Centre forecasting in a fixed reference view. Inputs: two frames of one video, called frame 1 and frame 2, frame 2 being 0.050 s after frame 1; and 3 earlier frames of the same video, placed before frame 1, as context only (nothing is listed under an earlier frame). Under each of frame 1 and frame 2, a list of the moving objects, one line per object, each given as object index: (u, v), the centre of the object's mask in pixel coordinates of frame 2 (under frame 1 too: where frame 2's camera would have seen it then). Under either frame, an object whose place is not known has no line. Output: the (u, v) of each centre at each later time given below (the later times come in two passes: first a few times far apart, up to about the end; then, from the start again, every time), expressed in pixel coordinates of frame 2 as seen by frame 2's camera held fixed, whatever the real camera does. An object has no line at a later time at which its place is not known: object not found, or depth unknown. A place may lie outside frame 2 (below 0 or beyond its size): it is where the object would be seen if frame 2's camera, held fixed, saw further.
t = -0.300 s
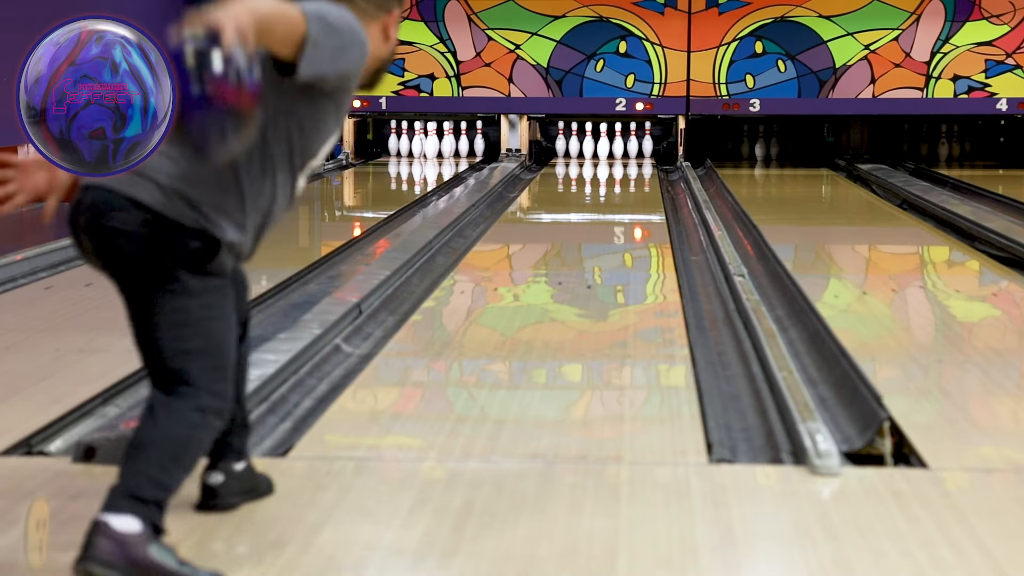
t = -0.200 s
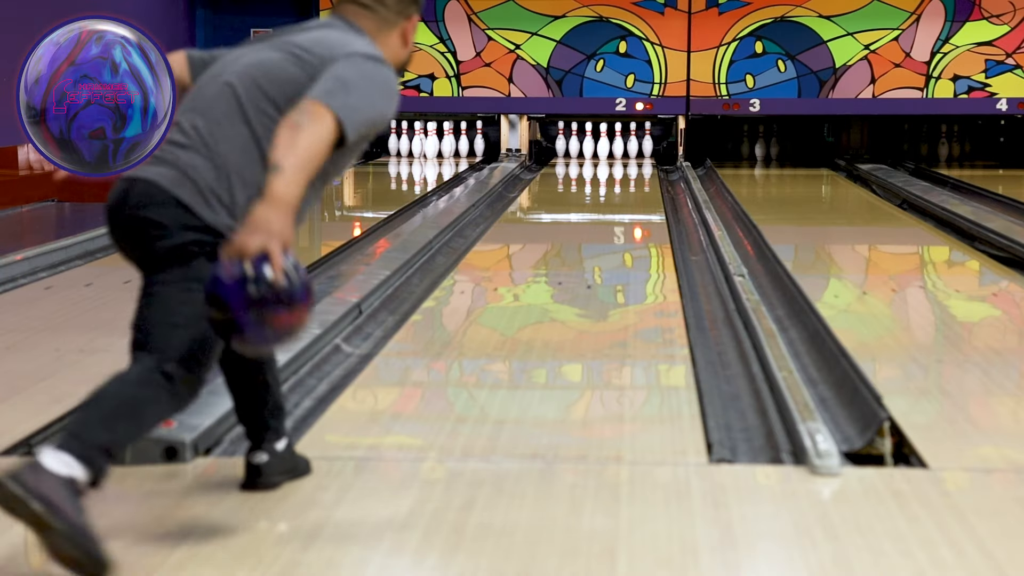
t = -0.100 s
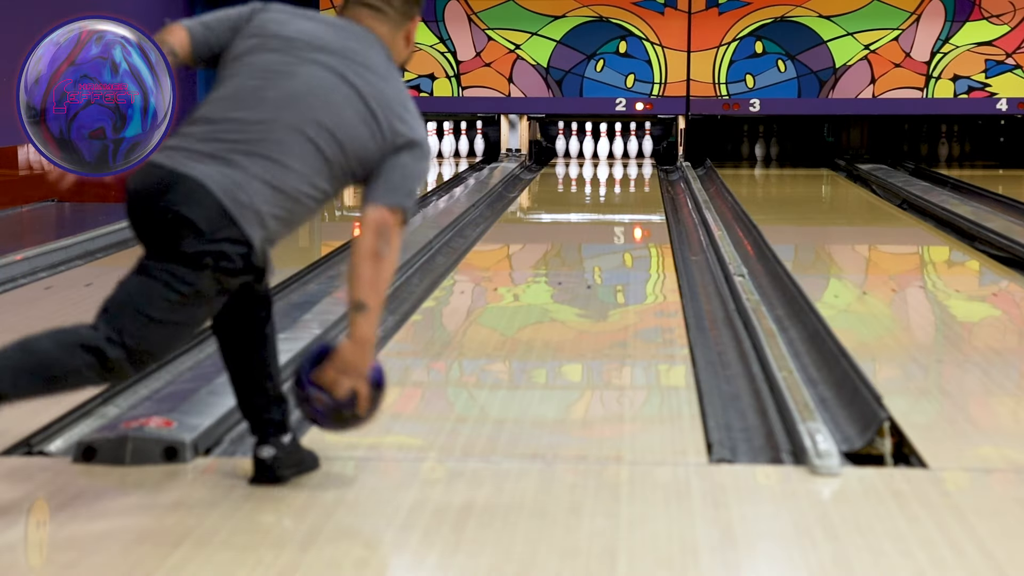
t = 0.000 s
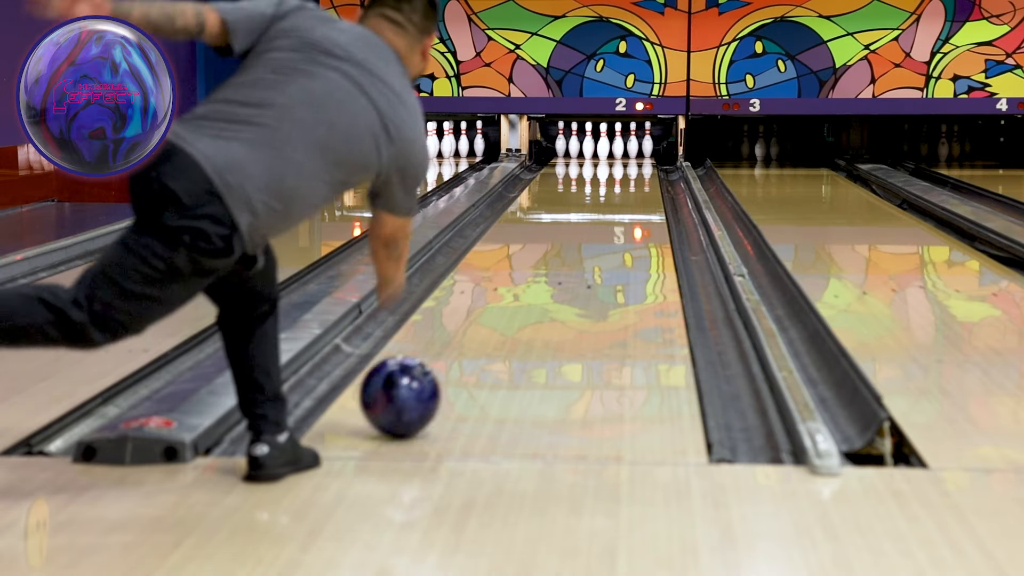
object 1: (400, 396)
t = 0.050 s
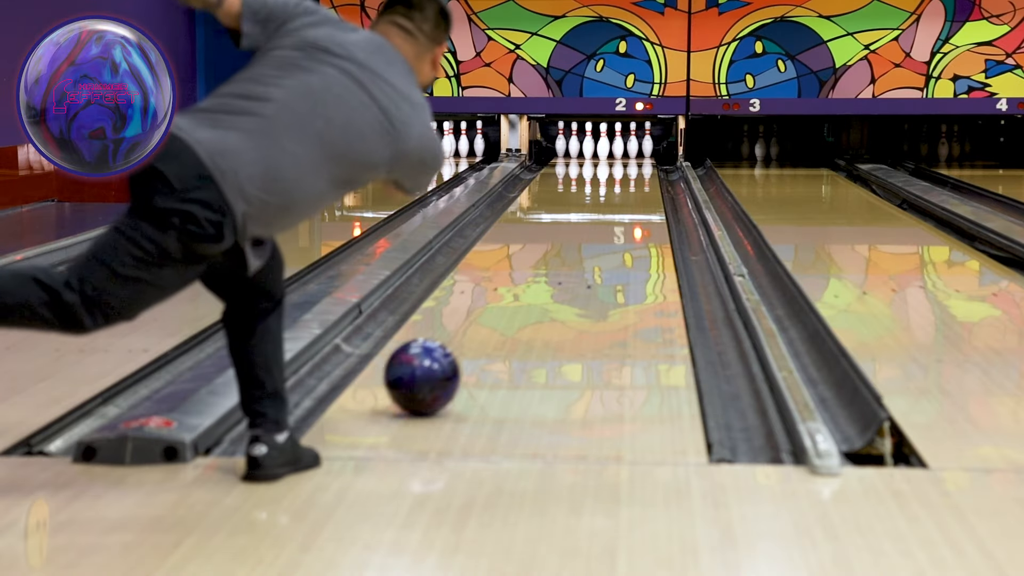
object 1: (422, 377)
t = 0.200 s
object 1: (475, 331)
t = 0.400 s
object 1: (525, 287)
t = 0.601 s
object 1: (559, 256)
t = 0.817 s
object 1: (586, 230)
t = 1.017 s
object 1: (605, 212)
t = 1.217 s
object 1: (619, 198)
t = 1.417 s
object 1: (630, 186)
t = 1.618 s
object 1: (637, 176)
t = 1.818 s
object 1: (640, 168)
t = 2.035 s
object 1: (635, 160)
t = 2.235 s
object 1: (624, 155)
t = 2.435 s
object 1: (611, 151)
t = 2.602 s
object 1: (610, 148)
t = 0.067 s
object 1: (429, 371)
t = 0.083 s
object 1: (435, 365)
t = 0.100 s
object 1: (441, 360)
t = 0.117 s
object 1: (448, 355)
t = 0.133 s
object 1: (453, 350)
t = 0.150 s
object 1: (459, 345)
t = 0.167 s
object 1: (465, 340)
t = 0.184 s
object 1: (470, 336)
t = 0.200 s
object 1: (475, 331)
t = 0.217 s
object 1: (480, 327)
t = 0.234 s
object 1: (485, 322)
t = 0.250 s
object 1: (489, 318)
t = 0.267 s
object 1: (493, 314)
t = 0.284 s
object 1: (498, 311)
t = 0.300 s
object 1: (502, 307)
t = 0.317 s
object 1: (506, 303)
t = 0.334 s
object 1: (510, 300)
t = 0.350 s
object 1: (514, 296)
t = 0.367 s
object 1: (517, 293)
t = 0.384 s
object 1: (521, 290)
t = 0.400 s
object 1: (525, 287)
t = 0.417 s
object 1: (528, 284)
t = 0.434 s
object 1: (531, 281)
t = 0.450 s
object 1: (534, 278)
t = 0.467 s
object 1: (537, 275)
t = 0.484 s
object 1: (540, 272)
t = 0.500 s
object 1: (543, 270)
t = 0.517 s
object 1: (546, 267)
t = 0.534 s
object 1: (549, 265)
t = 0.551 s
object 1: (552, 262)
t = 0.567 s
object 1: (554, 260)
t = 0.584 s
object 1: (557, 258)
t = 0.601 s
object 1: (559, 256)
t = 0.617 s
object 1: (561, 253)
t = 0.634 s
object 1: (564, 251)
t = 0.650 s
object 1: (566, 249)
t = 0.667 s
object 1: (569, 247)
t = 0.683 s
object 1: (571, 245)
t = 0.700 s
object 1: (573, 243)
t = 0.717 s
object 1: (575, 241)
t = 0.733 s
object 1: (577, 239)
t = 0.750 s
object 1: (579, 237)
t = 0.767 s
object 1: (581, 236)
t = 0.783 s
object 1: (583, 234)
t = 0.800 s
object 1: (585, 232)
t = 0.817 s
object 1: (586, 230)
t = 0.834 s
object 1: (588, 228)
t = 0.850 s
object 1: (590, 227)
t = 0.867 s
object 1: (592, 225)
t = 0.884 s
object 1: (593, 224)
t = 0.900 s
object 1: (595, 222)
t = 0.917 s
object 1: (596, 221)
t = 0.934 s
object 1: (598, 219)
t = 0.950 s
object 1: (599, 218)
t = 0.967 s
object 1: (601, 216)
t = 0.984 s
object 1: (602, 215)
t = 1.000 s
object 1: (604, 213)
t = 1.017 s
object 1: (605, 212)
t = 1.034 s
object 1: (606, 211)
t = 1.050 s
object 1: (608, 210)
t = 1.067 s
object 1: (609, 208)
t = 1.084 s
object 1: (610, 207)
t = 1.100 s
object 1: (611, 206)
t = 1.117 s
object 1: (613, 204)
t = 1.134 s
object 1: (614, 203)
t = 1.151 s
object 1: (615, 202)
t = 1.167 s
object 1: (616, 201)
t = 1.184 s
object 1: (617, 200)
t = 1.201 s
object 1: (618, 199)
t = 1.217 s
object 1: (619, 198)
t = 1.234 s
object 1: (620, 197)
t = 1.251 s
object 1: (621, 196)
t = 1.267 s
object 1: (622, 195)
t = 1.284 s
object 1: (623, 194)
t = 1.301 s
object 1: (624, 192)
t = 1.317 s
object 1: (625, 192)
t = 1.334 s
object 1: (626, 191)
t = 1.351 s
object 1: (627, 190)
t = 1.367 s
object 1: (628, 189)
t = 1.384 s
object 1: (628, 188)
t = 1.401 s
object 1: (629, 187)
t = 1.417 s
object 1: (630, 186)
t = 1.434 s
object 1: (631, 186)
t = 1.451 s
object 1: (631, 185)
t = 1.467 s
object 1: (632, 184)
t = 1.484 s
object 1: (633, 183)
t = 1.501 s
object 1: (634, 182)
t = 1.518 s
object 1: (634, 181)
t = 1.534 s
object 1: (635, 180)
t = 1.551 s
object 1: (635, 180)
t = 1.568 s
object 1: (636, 179)
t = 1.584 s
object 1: (636, 178)
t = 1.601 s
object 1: (637, 177)
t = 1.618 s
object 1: (637, 176)
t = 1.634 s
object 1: (638, 175)
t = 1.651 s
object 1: (638, 175)
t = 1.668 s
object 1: (639, 174)
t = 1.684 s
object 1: (639, 173)
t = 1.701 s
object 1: (639, 173)
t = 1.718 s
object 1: (639, 172)
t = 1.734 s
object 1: (639, 171)
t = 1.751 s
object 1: (640, 170)
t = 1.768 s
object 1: (640, 170)
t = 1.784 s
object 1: (640, 169)
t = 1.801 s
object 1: (640, 169)
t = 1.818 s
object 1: (640, 168)
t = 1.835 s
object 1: (639, 167)
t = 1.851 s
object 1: (639, 167)
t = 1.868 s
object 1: (639, 166)
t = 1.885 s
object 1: (639, 166)
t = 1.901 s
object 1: (639, 165)
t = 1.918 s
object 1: (638, 164)
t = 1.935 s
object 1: (638, 164)
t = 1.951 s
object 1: (637, 163)
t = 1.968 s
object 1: (637, 162)
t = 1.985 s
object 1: (636, 162)
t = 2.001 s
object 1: (636, 161)
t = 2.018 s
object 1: (635, 161)
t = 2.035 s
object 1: (635, 160)
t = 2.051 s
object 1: (634, 160)
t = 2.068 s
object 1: (633, 159)
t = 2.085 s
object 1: (633, 159)
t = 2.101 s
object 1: (632, 158)
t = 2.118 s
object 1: (630, 158)
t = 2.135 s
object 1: (630, 158)
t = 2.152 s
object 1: (629, 157)
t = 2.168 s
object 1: (628, 156)
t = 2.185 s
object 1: (627, 156)
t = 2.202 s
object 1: (625, 156)
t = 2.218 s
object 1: (625, 155)
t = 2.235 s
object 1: (624, 155)
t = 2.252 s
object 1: (623, 154)
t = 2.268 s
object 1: (621, 154)
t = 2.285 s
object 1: (621, 154)
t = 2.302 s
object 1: (619, 153)
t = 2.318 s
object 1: (618, 153)
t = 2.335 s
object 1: (617, 152)
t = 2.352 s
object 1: (615, 152)
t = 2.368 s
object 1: (614, 152)
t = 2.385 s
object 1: (614, 151)
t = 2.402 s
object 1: (613, 151)
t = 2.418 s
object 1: (612, 151)
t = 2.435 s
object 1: (611, 151)
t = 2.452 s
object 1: (611, 150)
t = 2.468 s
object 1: (611, 150)
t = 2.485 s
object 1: (611, 150)
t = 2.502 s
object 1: (611, 150)
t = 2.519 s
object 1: (611, 149)
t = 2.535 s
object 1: (610, 149)
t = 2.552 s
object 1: (610, 149)
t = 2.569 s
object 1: (609, 149)
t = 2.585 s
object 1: (609, 148)
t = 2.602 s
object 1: (610, 148)
